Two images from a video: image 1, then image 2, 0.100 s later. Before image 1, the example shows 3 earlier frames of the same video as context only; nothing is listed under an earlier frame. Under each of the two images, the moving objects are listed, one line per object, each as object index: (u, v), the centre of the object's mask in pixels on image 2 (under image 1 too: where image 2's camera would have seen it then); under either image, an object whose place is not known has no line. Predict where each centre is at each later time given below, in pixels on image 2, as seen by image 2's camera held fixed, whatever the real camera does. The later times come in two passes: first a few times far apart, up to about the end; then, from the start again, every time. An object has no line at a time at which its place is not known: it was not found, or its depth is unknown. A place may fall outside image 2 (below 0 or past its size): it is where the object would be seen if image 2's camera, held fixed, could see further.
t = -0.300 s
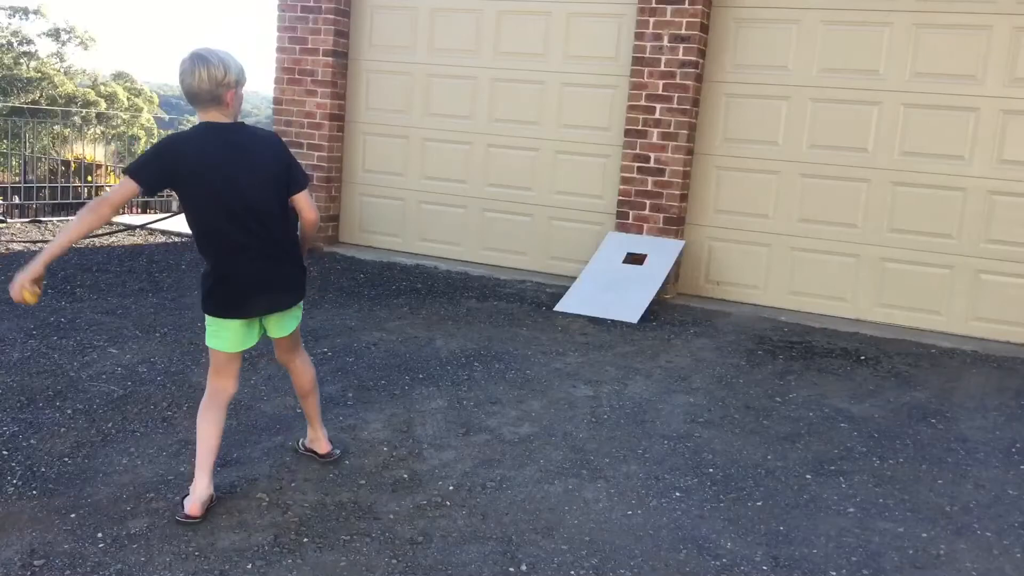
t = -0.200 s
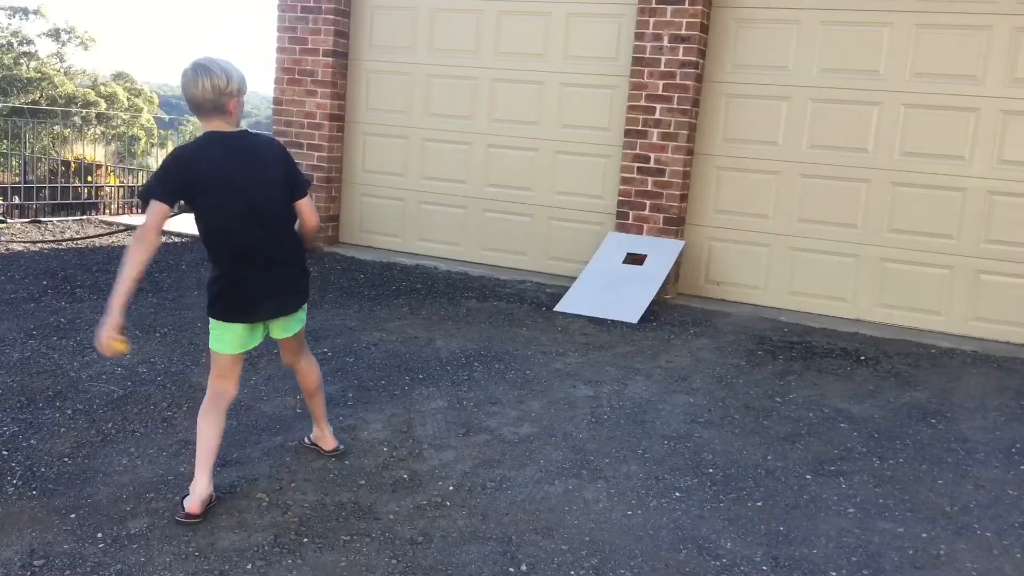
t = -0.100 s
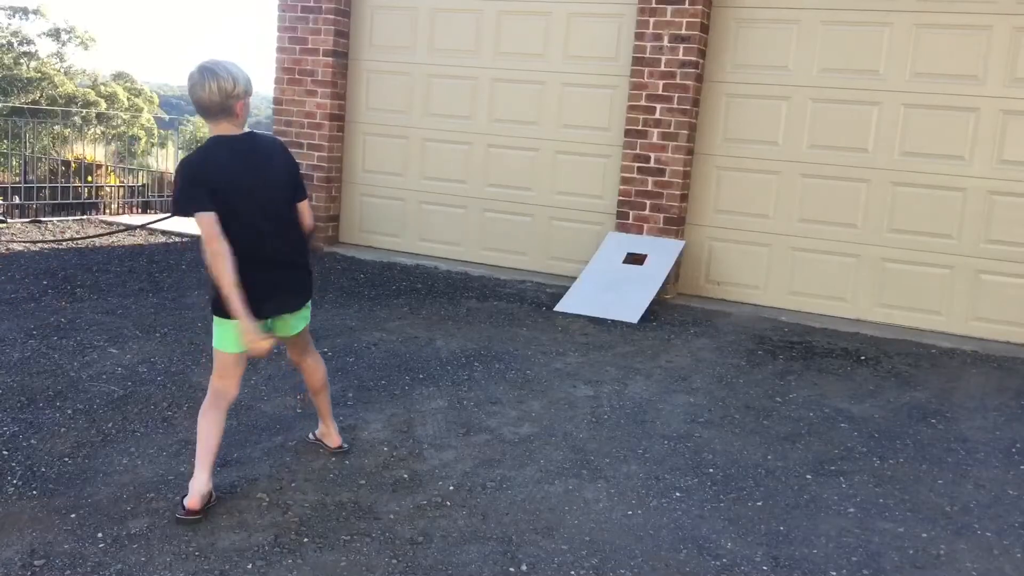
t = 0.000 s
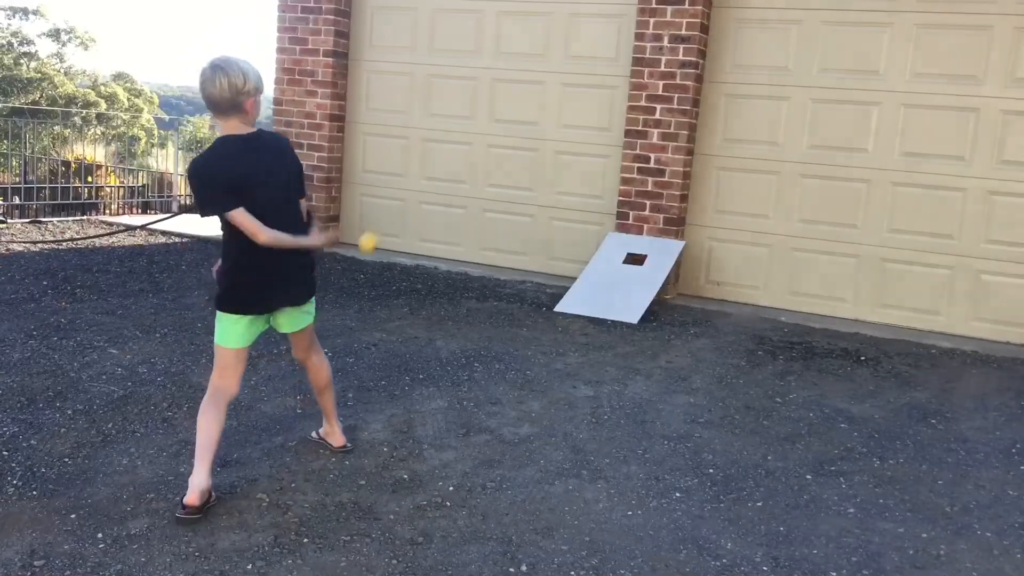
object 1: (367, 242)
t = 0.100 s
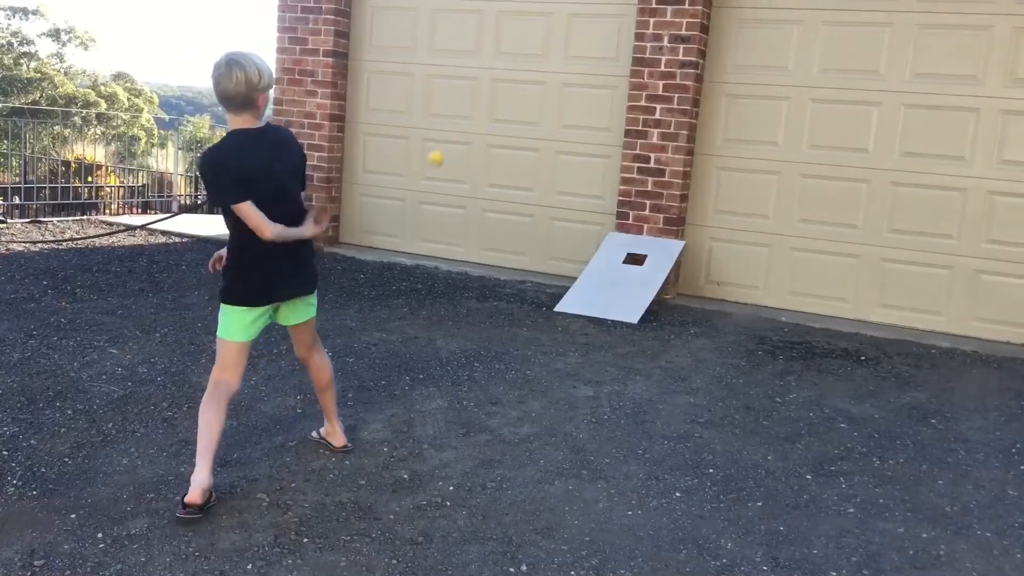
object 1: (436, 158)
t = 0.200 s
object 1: (490, 113)
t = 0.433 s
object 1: (572, 112)
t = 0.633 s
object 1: (612, 181)
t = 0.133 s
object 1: (455, 140)
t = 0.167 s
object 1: (473, 125)
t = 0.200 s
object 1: (490, 113)
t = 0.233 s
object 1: (505, 106)
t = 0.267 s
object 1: (518, 101)
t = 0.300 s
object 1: (531, 99)
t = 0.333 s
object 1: (543, 99)
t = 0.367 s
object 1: (554, 101)
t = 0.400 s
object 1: (564, 106)
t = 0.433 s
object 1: (572, 112)
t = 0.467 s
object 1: (582, 121)
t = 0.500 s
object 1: (589, 130)
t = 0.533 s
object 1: (596, 141)
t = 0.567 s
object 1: (601, 153)
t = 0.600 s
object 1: (609, 166)
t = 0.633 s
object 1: (612, 181)
